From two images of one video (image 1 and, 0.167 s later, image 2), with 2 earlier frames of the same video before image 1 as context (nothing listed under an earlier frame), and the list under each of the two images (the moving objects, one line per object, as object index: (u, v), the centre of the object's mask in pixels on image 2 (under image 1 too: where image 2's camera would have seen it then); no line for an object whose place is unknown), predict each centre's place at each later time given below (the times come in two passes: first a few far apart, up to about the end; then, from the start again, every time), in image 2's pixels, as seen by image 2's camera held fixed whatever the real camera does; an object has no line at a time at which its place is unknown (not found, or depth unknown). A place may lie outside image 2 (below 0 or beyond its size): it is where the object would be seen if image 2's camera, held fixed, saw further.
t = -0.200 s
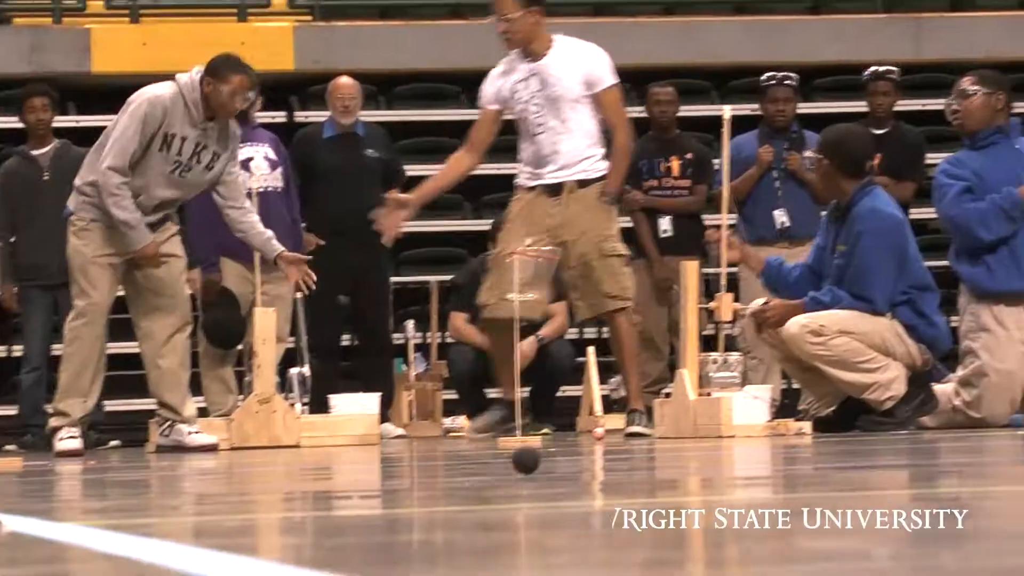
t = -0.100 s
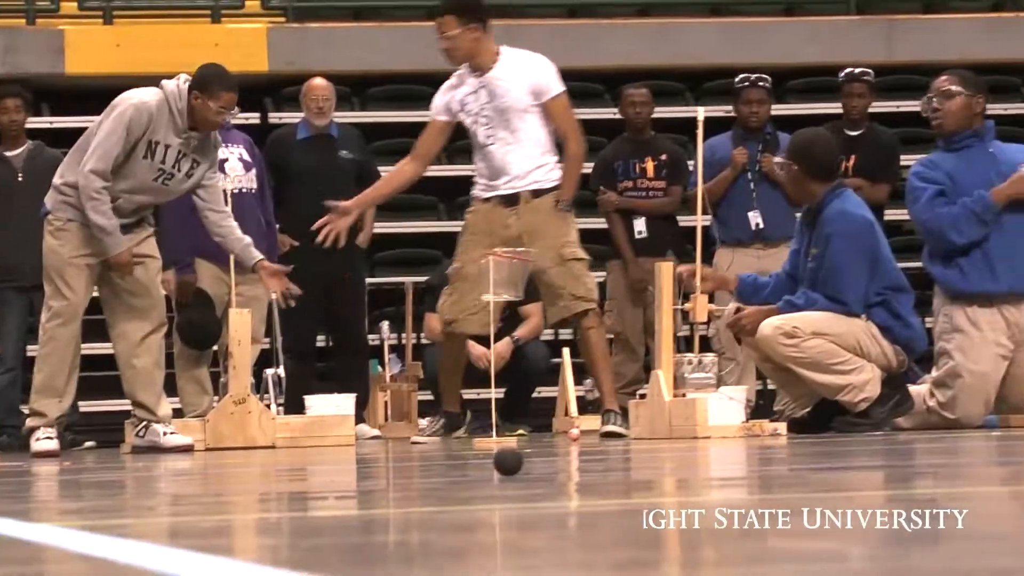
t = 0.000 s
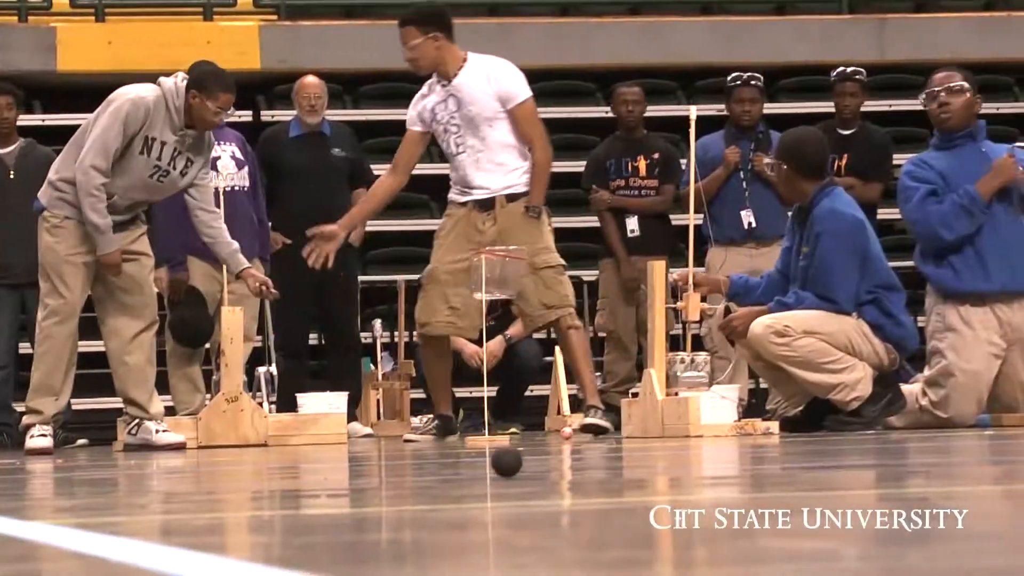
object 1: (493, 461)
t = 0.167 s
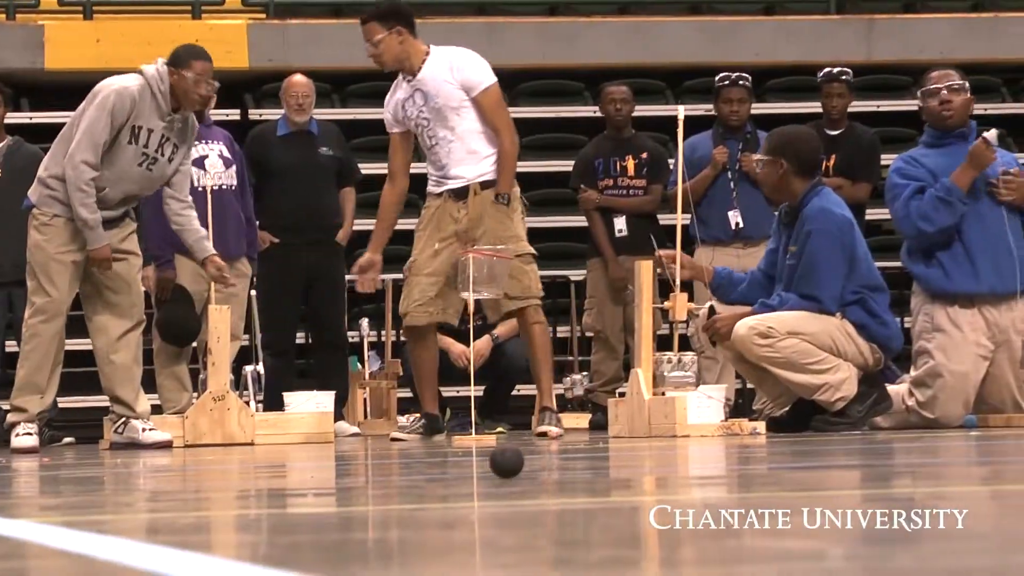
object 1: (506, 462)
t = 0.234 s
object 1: (512, 465)
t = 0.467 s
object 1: (533, 473)
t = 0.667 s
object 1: (553, 479)
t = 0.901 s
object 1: (588, 493)
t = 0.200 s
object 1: (509, 463)
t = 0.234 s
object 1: (512, 465)
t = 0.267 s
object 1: (515, 465)
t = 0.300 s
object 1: (518, 468)
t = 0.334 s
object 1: (521, 468)
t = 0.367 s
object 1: (524, 470)
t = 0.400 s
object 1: (527, 470)
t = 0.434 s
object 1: (530, 473)
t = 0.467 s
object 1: (533, 473)
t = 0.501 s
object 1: (535, 475)
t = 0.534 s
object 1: (539, 474)
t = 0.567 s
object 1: (543, 476)
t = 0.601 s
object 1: (546, 476)
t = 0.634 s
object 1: (550, 478)
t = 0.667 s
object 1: (553, 479)
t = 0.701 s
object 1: (557, 480)
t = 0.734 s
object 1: (561, 483)
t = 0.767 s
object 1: (567, 485)
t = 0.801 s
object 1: (571, 488)
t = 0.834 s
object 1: (576, 489)
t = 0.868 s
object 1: (582, 491)
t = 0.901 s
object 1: (588, 493)
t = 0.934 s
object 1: (594, 494)
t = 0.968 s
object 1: (600, 498)
